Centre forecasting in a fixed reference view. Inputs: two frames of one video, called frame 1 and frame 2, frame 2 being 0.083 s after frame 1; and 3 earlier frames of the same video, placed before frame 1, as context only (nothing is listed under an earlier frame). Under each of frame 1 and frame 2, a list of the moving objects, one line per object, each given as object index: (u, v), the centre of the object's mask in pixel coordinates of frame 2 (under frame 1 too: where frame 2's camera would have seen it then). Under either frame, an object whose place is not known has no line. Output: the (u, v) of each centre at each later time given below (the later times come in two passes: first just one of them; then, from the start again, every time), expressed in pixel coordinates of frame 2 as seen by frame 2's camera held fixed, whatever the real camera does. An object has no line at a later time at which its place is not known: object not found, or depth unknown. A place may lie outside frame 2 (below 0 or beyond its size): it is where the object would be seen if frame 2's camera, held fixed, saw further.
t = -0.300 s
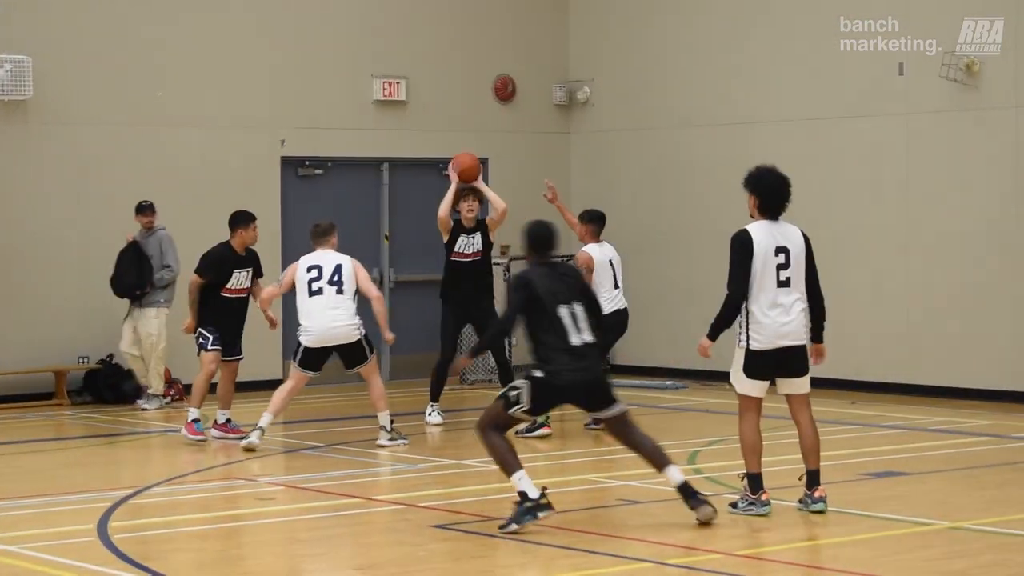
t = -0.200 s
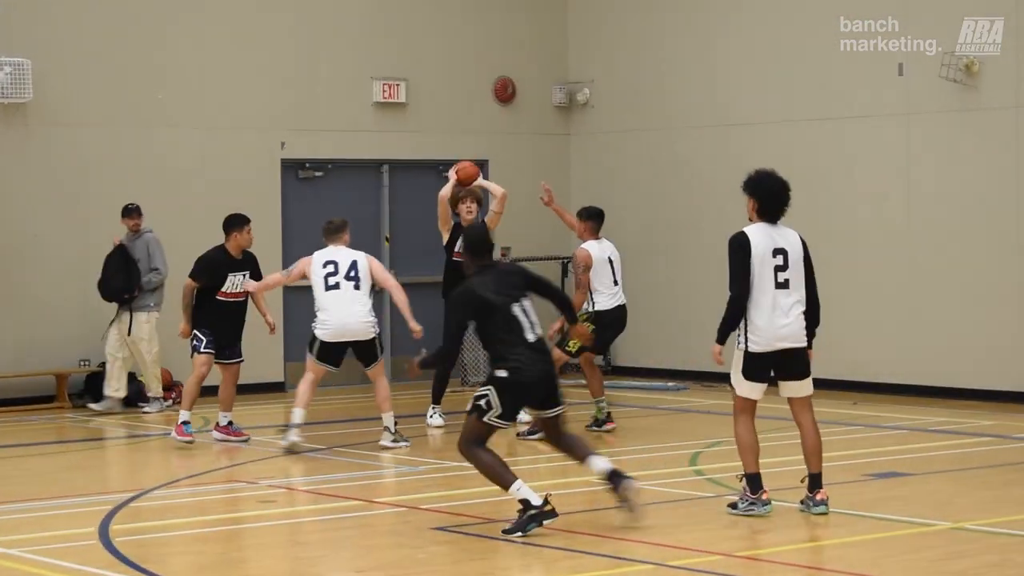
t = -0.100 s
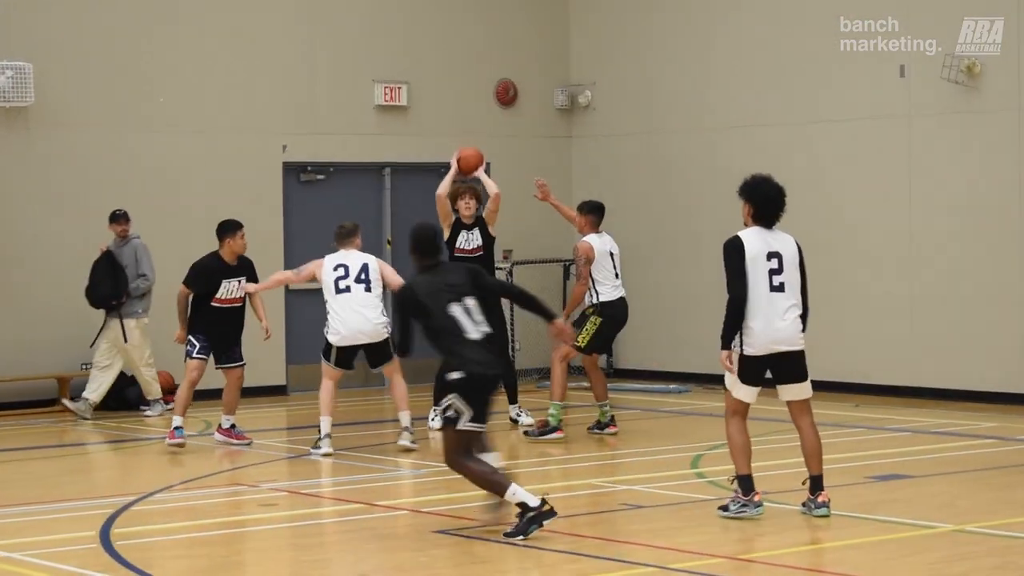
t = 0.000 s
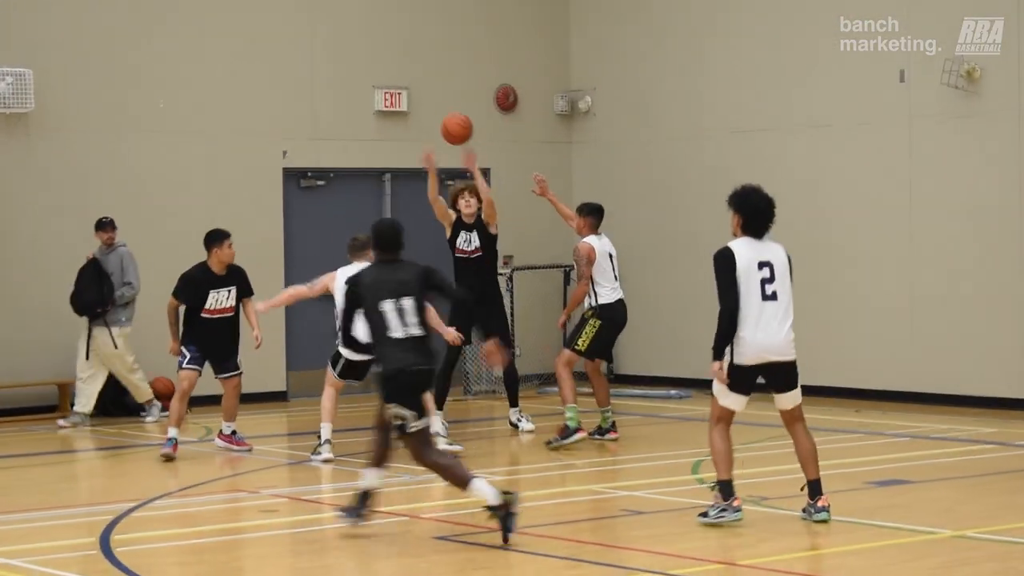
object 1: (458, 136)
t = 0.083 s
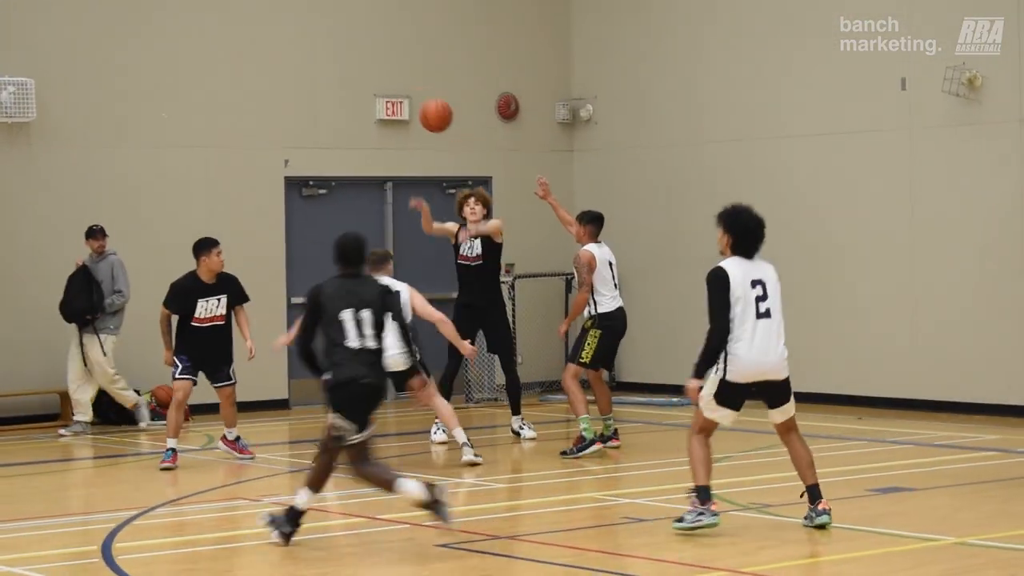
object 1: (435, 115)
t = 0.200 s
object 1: (402, 100)
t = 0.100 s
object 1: (431, 112)
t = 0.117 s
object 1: (426, 109)
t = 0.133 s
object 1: (421, 106)
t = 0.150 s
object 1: (416, 104)
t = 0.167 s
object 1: (411, 102)
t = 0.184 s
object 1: (406, 100)
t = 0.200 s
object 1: (402, 100)
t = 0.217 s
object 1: (396, 99)
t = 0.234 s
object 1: (391, 98)
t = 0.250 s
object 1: (385, 98)
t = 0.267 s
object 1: (380, 98)
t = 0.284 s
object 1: (375, 99)
